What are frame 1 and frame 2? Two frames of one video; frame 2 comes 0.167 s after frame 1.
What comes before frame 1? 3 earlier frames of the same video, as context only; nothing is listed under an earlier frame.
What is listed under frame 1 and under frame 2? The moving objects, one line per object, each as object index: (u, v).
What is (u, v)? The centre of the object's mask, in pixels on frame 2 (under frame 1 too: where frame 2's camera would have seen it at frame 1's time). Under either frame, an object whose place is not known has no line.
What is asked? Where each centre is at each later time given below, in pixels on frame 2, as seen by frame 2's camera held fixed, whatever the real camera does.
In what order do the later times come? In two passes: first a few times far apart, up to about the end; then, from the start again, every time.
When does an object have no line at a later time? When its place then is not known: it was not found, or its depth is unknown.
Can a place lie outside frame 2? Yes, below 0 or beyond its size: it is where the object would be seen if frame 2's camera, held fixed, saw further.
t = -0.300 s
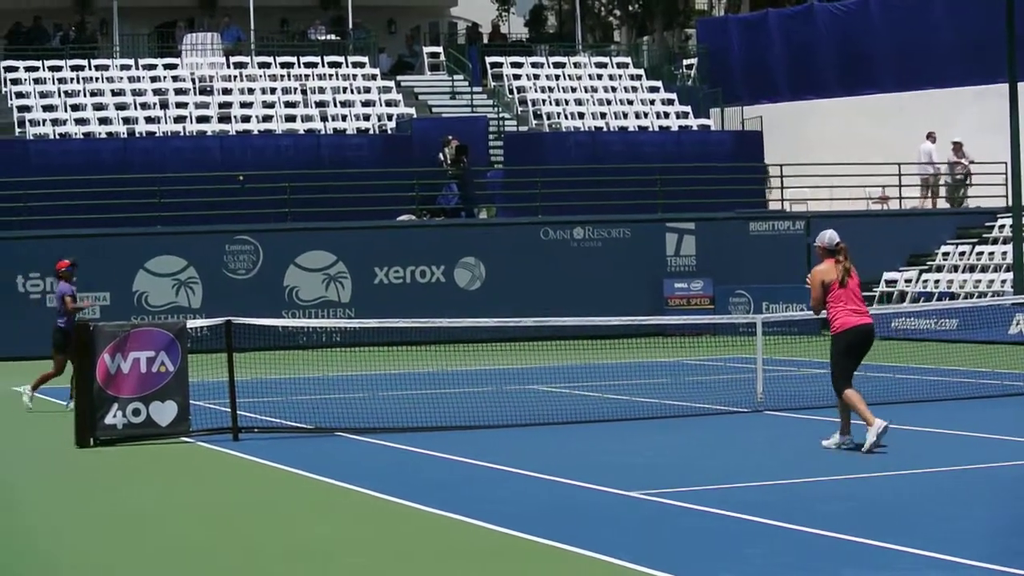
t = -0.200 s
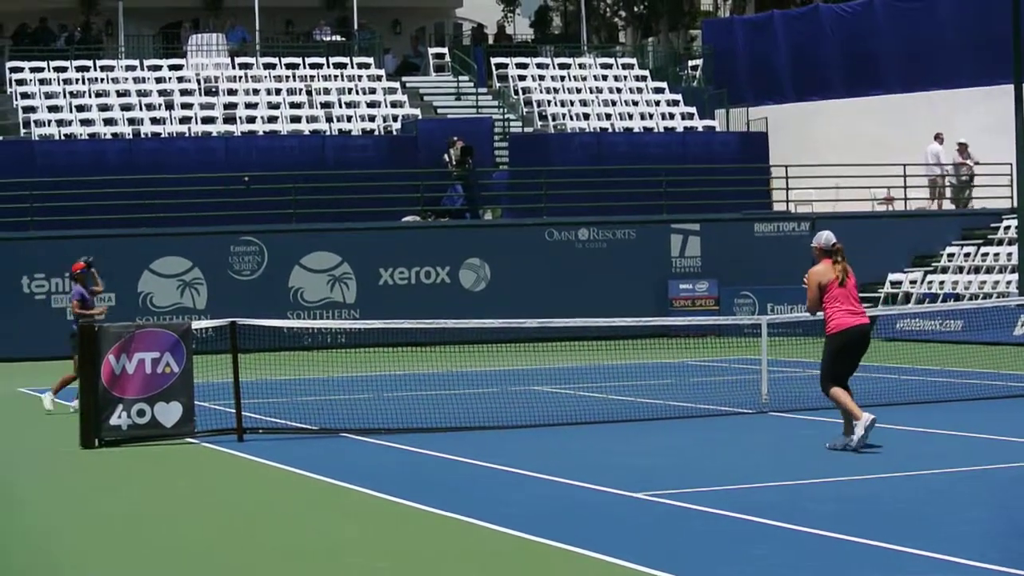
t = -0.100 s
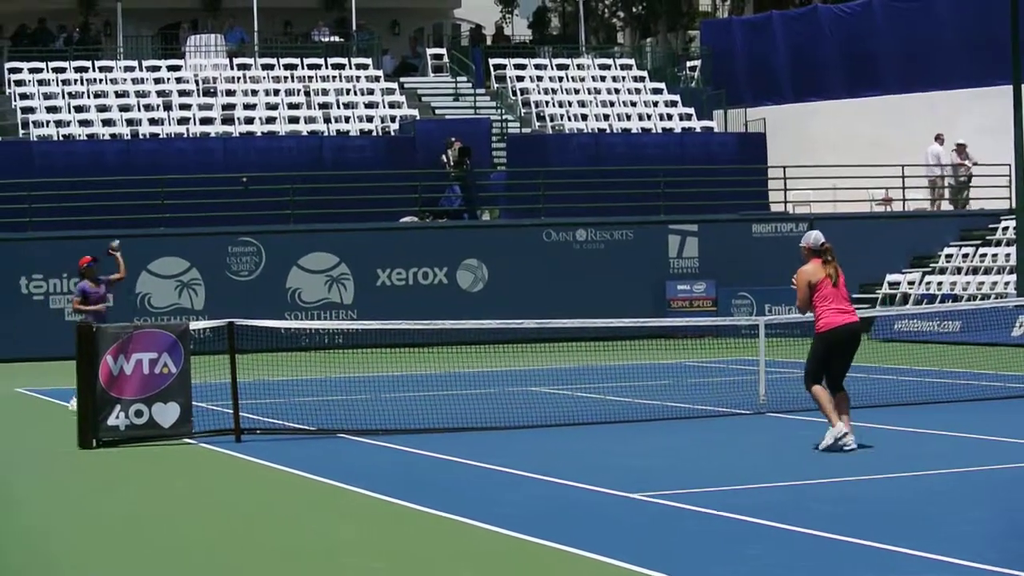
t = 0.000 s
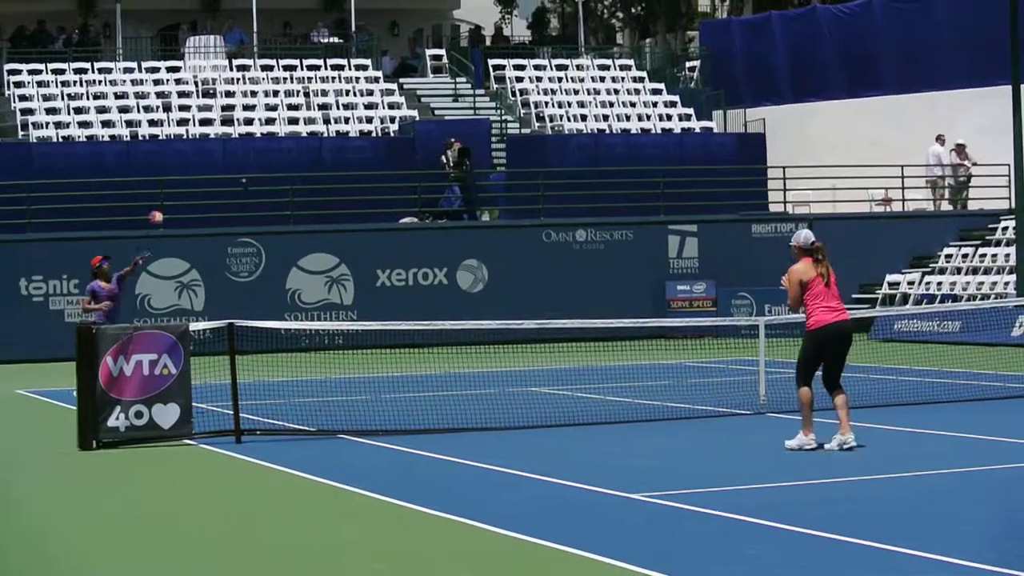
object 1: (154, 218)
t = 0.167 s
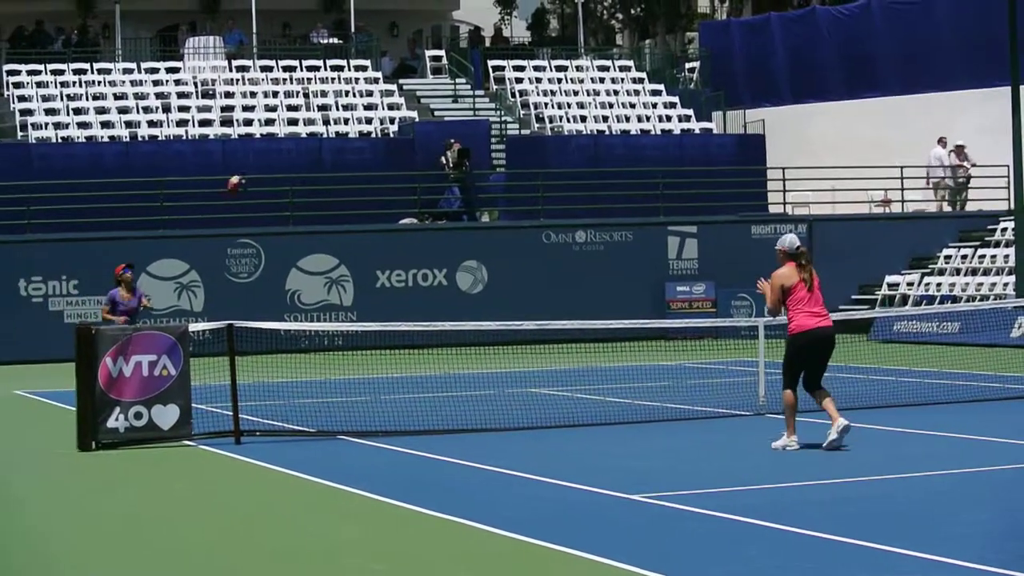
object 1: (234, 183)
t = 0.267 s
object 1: (286, 178)
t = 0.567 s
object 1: (444, 216)
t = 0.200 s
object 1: (250, 180)
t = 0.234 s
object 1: (269, 176)
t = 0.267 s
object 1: (286, 178)
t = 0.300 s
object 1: (301, 179)
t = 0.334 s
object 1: (317, 180)
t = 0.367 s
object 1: (335, 180)
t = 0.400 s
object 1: (355, 181)
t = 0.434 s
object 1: (374, 184)
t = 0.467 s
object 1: (392, 190)
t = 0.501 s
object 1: (408, 199)
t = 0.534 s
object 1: (426, 208)
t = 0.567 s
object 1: (444, 216)
